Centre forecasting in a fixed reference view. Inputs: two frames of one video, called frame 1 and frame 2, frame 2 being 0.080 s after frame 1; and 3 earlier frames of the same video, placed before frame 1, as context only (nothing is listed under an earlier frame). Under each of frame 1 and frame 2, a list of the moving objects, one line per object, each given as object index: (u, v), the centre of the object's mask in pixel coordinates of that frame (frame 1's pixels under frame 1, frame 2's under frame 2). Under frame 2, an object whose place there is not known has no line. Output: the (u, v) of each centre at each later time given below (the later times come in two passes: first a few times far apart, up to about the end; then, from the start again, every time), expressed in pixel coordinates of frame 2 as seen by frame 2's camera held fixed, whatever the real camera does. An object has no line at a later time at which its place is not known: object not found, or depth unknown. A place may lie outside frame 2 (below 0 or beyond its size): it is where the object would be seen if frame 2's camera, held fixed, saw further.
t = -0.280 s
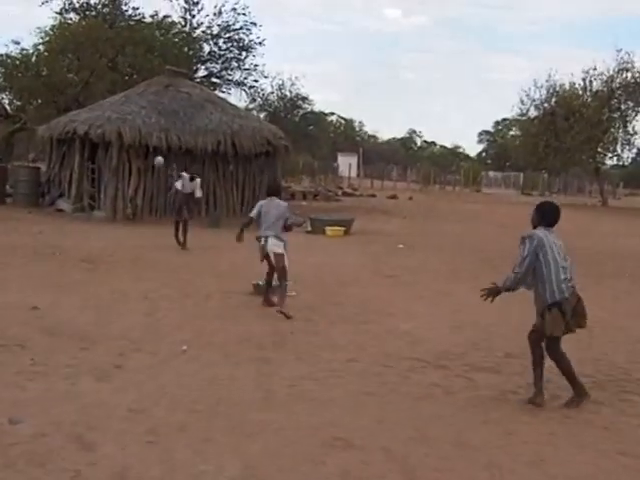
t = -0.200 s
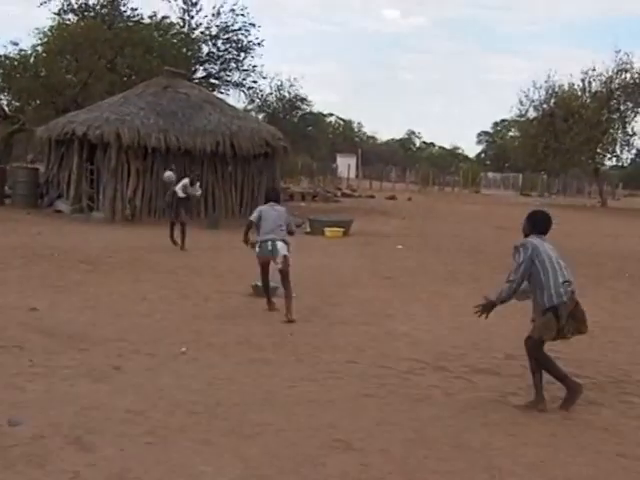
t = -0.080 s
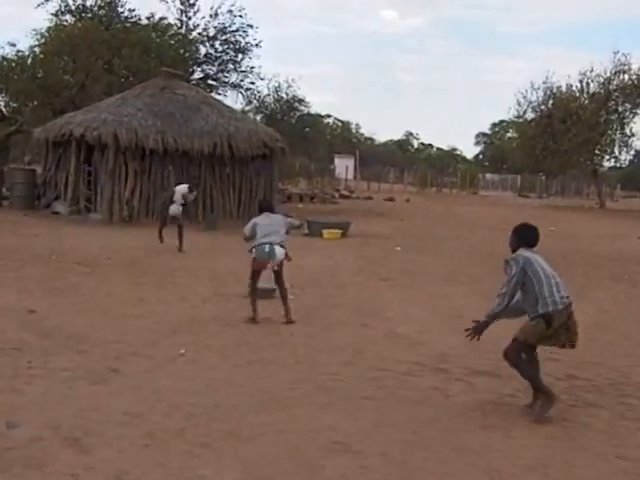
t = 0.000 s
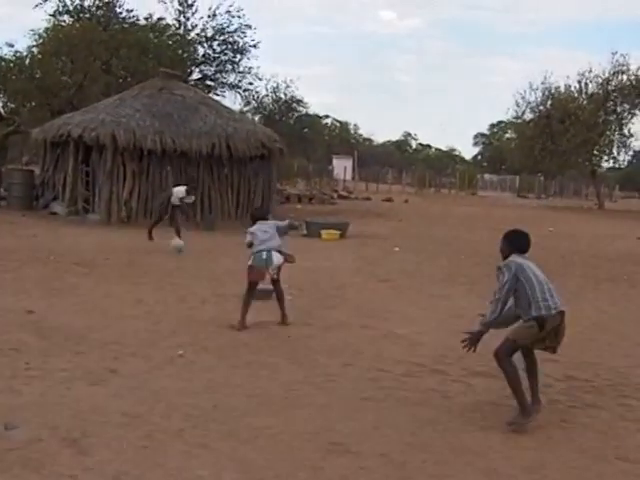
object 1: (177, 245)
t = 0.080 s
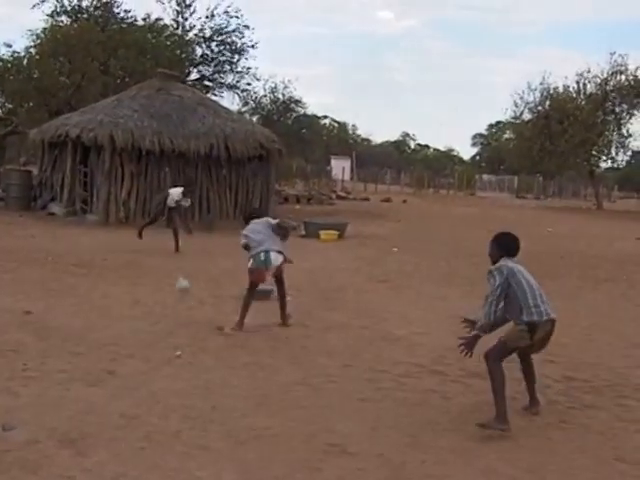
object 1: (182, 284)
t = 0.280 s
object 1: (195, 318)
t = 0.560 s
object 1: (210, 366)
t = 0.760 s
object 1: (230, 379)
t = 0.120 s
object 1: (186, 308)
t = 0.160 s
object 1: (191, 321)
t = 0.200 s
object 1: (192, 322)
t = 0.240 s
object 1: (195, 314)
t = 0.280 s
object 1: (195, 318)
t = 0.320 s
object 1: (196, 317)
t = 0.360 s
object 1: (200, 320)
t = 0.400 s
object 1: (200, 330)
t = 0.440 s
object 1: (202, 336)
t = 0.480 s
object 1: (206, 346)
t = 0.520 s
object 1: (208, 364)
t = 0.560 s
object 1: (210, 366)
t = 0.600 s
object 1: (215, 361)
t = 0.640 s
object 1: (219, 361)
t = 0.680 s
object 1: (223, 365)
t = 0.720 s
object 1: (227, 372)
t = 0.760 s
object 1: (230, 379)
